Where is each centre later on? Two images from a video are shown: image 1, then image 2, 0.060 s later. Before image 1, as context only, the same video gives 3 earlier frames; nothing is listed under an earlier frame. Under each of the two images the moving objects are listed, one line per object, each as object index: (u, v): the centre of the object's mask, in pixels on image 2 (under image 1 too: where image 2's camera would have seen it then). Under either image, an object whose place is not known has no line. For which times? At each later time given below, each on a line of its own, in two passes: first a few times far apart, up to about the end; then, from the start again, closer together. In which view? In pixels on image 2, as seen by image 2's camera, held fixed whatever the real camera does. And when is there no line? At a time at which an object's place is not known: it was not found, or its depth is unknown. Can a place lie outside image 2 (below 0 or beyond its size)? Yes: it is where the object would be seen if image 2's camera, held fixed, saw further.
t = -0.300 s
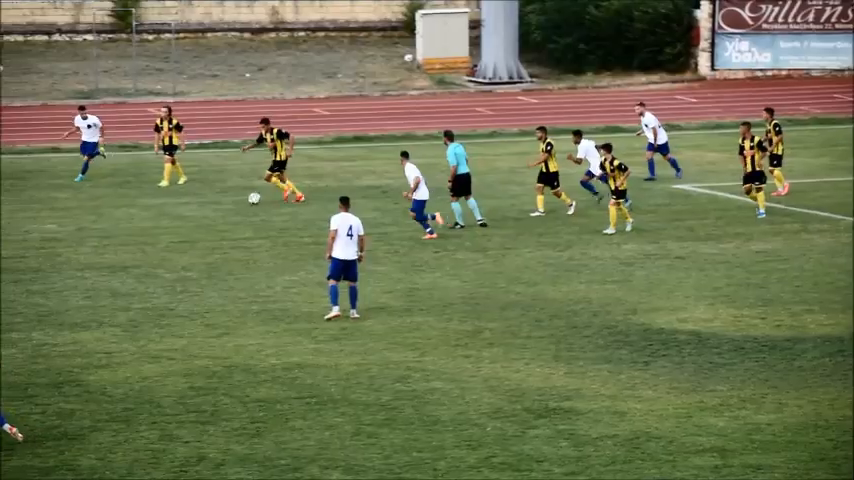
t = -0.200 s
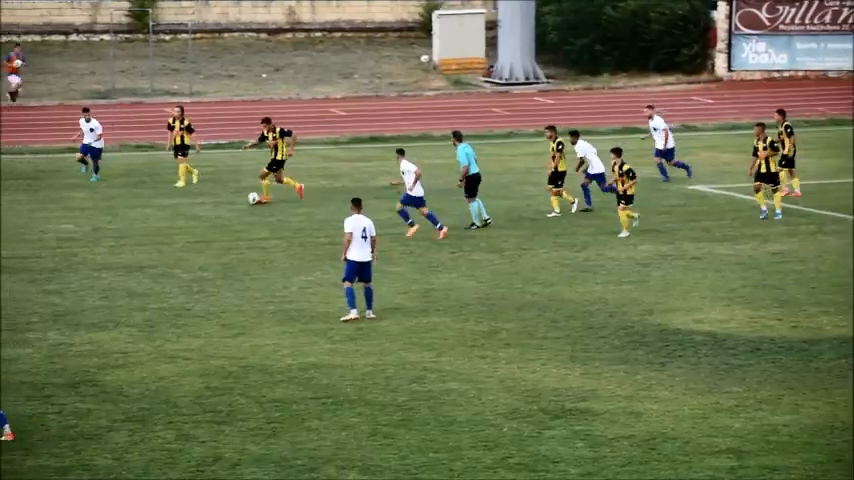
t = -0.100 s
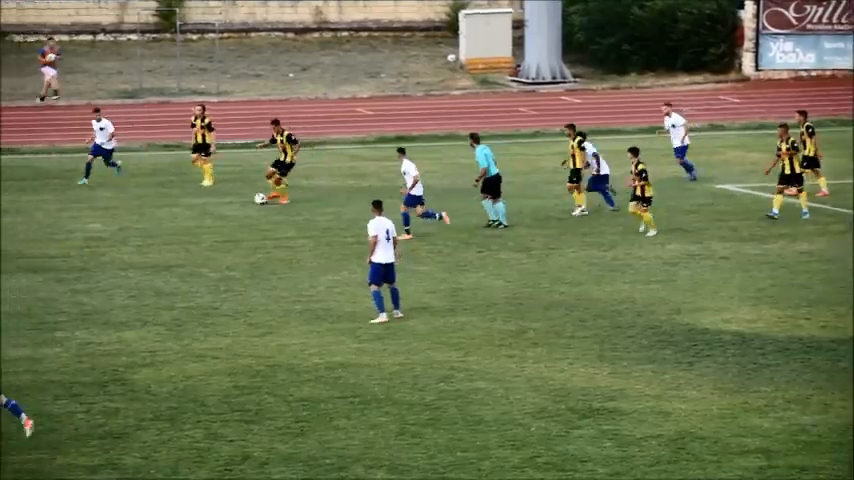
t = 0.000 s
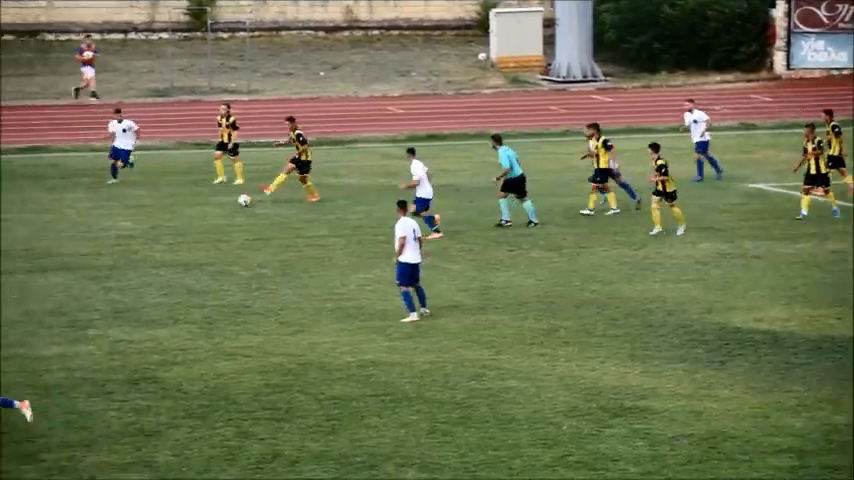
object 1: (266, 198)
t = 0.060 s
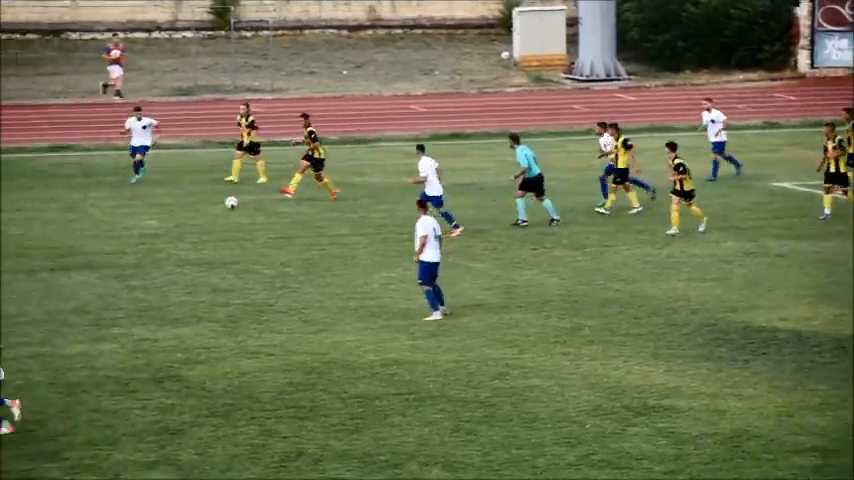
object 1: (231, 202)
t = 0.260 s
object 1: (123, 214)
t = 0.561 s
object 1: (-31, 234)
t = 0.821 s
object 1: (-155, 241)
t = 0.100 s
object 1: (209, 207)
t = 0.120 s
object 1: (197, 209)
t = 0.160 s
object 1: (176, 210)
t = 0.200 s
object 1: (155, 211)
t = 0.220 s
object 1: (144, 212)
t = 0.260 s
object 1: (123, 214)
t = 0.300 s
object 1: (102, 219)
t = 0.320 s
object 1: (91, 221)
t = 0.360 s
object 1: (70, 223)
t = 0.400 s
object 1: (50, 222)
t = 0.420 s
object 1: (40, 223)
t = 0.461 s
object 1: (20, 225)
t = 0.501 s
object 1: (0, 228)
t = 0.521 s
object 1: (-10, 231)
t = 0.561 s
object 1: (-31, 234)
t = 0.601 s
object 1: (-50, 234)
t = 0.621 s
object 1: (-59, 234)
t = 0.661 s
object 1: (-79, 233)
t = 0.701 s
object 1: (-98, 235)
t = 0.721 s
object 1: (-107, 237)
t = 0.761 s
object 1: (-126, 240)
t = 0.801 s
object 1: (-146, 241)
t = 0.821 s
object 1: (-155, 241)
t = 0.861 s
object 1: (-174, 239)
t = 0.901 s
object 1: (-193, 239)
